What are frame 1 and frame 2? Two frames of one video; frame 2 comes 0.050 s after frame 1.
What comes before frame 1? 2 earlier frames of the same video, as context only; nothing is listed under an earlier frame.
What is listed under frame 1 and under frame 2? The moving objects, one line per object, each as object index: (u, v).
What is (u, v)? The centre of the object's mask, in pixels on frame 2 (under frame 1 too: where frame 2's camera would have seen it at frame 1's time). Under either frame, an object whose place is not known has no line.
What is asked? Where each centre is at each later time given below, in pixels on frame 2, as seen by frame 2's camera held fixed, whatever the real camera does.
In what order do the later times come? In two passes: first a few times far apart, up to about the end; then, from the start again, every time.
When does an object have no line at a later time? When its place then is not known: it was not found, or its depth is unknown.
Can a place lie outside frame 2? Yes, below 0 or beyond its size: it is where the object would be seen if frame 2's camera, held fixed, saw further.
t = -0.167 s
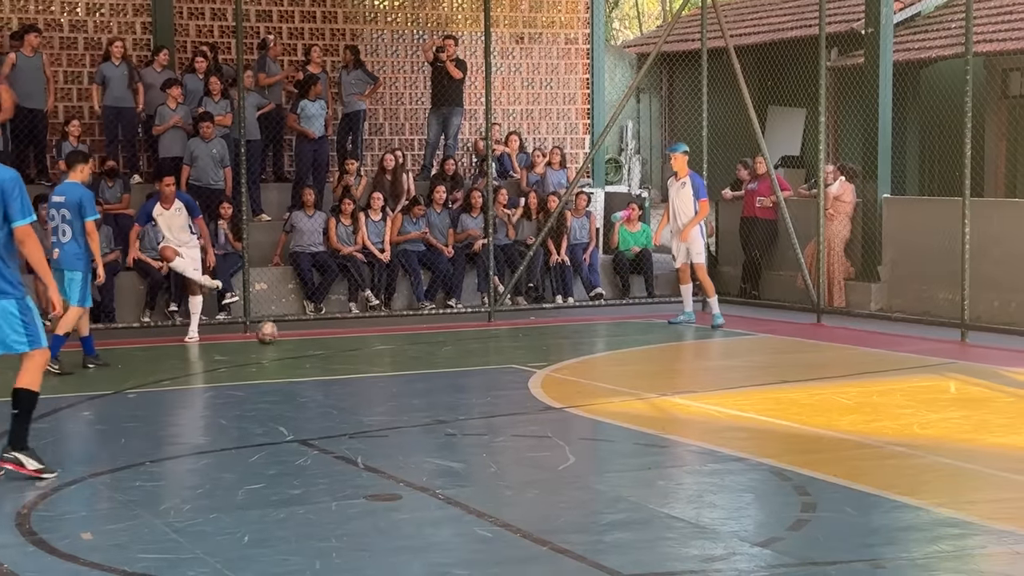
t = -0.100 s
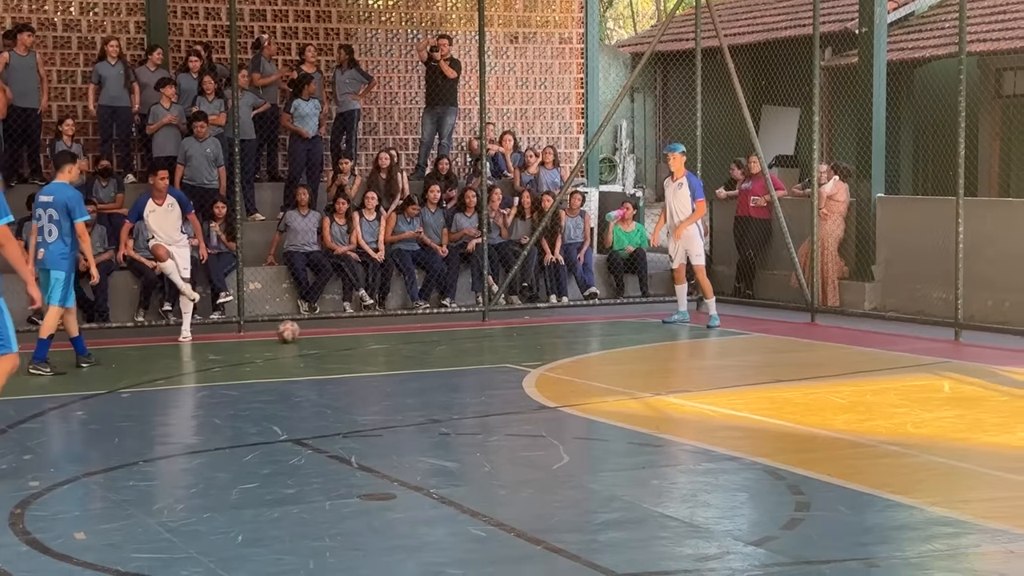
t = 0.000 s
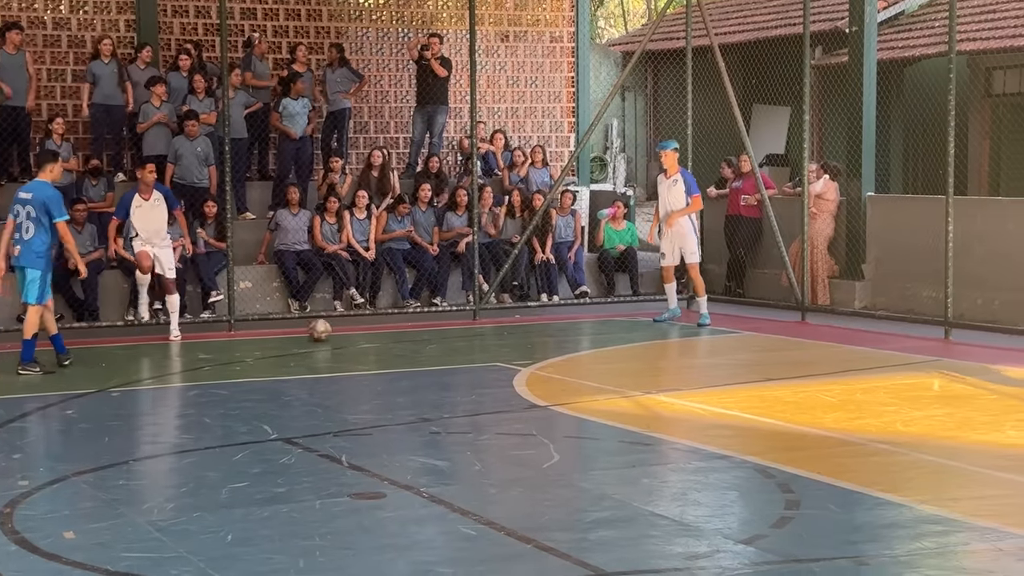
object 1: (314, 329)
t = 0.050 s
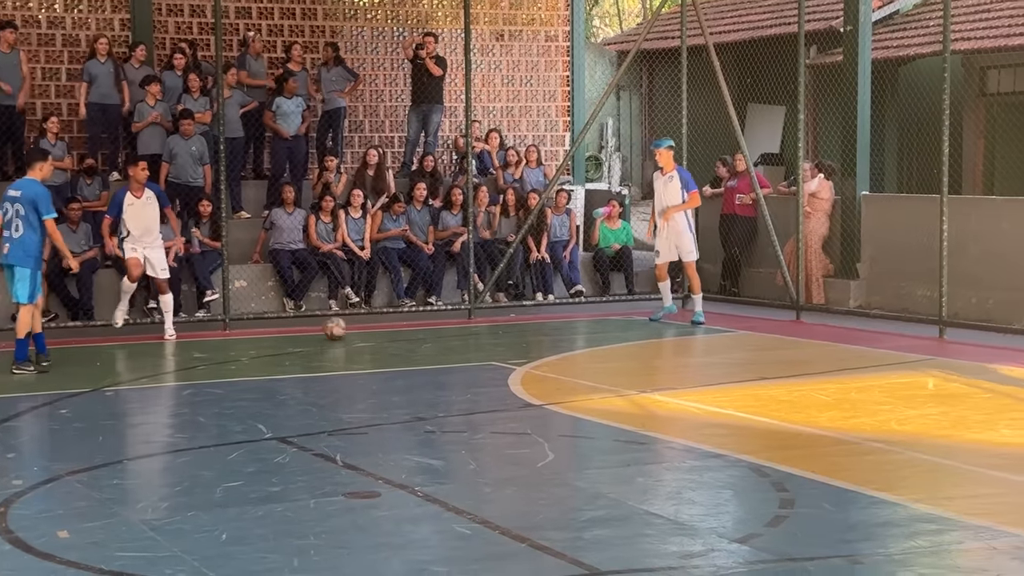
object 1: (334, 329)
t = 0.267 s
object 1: (421, 328)
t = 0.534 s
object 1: (524, 326)
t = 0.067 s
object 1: (341, 329)
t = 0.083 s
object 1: (348, 329)
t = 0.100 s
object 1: (355, 329)
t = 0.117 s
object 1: (361, 329)
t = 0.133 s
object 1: (368, 329)
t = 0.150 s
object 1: (375, 328)
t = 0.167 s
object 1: (381, 328)
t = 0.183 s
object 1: (388, 328)
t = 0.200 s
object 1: (395, 328)
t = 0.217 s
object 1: (401, 328)
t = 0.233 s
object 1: (408, 329)
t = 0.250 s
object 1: (415, 328)
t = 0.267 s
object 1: (421, 328)
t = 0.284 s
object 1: (427, 328)
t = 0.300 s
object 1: (434, 328)
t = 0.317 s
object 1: (440, 328)
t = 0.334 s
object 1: (447, 328)
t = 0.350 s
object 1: (454, 328)
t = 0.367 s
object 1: (460, 328)
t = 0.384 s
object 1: (466, 328)
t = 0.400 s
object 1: (473, 327)
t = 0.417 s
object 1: (479, 327)
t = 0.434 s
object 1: (486, 327)
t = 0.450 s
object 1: (492, 327)
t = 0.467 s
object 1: (499, 327)
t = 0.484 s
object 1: (505, 327)
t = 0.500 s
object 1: (511, 327)
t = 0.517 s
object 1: (517, 327)
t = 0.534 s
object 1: (524, 326)
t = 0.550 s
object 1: (530, 326)
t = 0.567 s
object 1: (537, 327)
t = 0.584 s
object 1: (543, 326)
